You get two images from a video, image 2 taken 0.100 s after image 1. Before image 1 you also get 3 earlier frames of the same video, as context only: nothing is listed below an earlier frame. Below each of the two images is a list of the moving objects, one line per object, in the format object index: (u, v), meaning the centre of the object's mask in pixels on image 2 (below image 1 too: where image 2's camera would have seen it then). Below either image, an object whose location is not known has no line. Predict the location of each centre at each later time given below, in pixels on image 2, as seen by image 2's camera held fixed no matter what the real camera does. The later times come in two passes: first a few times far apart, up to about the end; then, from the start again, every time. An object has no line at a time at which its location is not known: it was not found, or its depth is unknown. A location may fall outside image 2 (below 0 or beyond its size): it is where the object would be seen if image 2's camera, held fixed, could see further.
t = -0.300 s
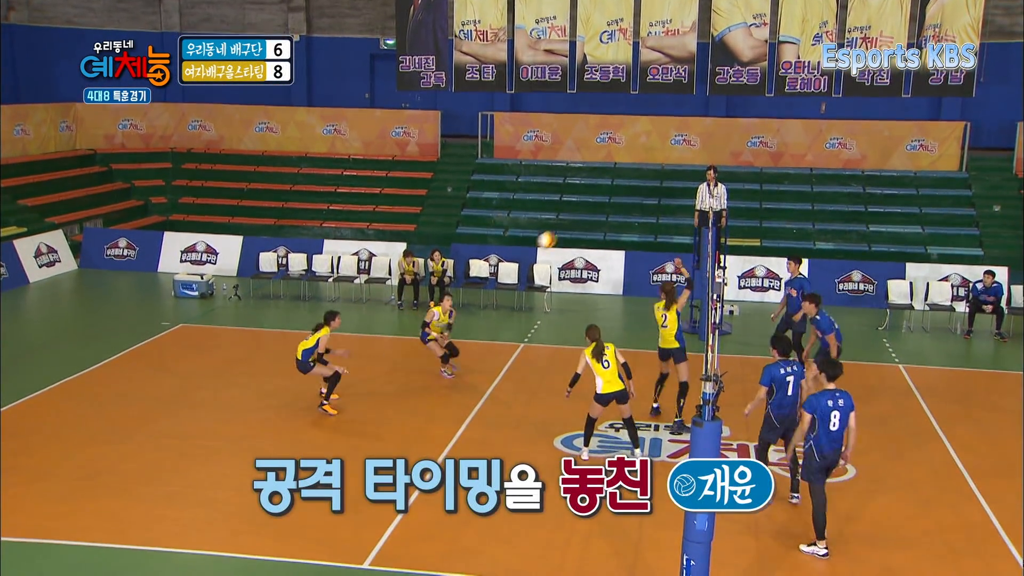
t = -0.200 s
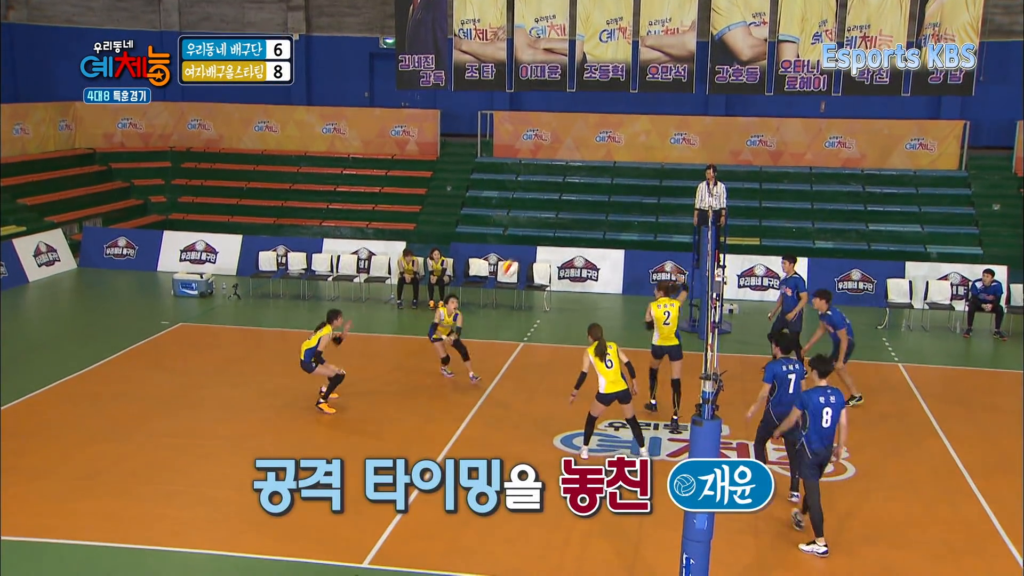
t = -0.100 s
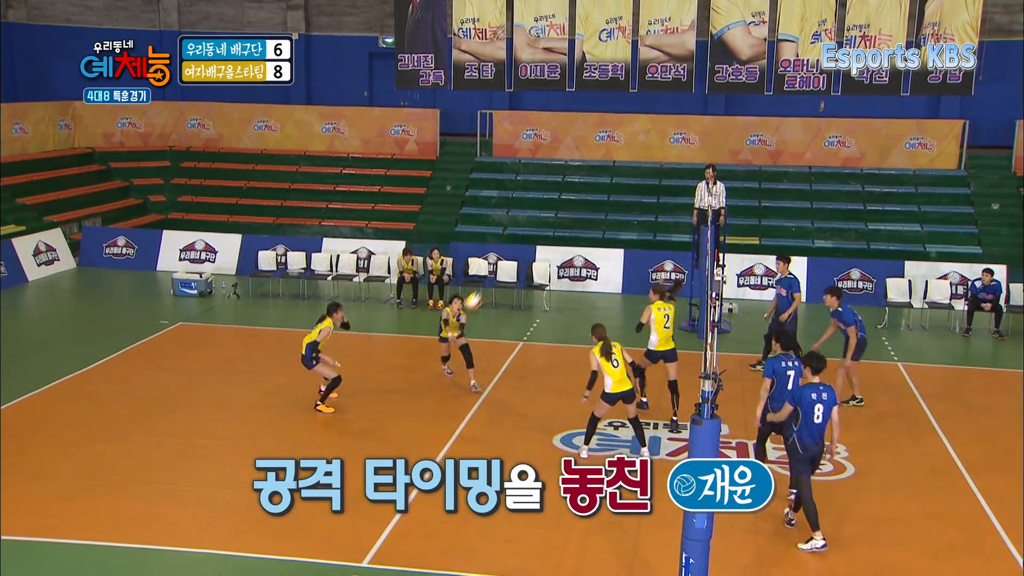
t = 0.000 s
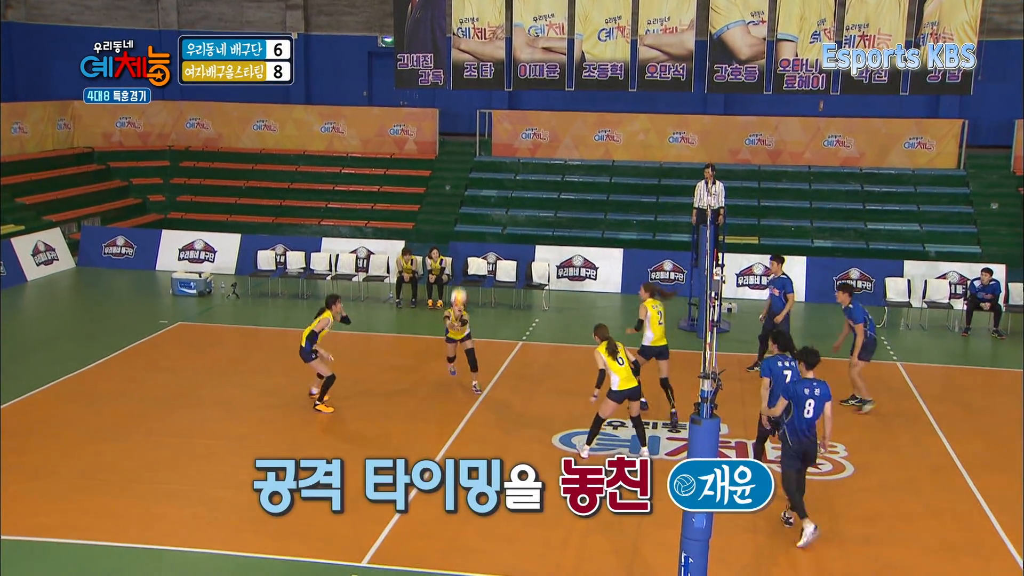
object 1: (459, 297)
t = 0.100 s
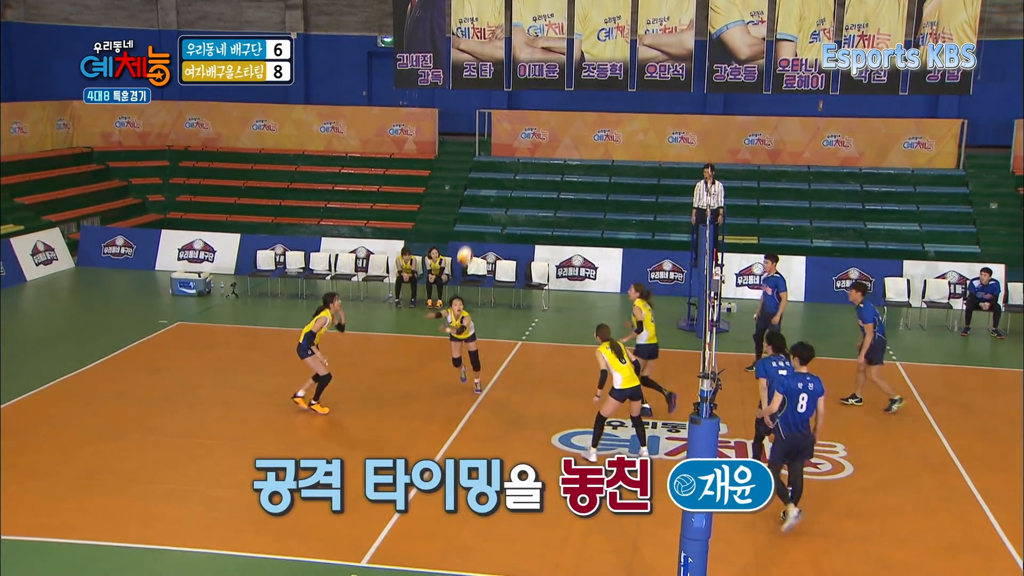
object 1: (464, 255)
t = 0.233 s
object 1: (475, 211)
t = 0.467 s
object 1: (493, 162)
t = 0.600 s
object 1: (503, 152)
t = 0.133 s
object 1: (467, 243)
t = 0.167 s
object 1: (470, 232)
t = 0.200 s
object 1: (472, 221)
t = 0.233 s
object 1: (475, 211)
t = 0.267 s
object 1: (477, 201)
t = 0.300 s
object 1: (480, 193)
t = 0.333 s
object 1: (482, 185)
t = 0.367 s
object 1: (485, 178)
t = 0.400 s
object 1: (488, 172)
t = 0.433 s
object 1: (490, 166)
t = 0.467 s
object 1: (493, 162)
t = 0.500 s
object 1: (495, 158)
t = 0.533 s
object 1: (498, 155)
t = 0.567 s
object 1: (500, 153)
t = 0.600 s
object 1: (503, 152)
